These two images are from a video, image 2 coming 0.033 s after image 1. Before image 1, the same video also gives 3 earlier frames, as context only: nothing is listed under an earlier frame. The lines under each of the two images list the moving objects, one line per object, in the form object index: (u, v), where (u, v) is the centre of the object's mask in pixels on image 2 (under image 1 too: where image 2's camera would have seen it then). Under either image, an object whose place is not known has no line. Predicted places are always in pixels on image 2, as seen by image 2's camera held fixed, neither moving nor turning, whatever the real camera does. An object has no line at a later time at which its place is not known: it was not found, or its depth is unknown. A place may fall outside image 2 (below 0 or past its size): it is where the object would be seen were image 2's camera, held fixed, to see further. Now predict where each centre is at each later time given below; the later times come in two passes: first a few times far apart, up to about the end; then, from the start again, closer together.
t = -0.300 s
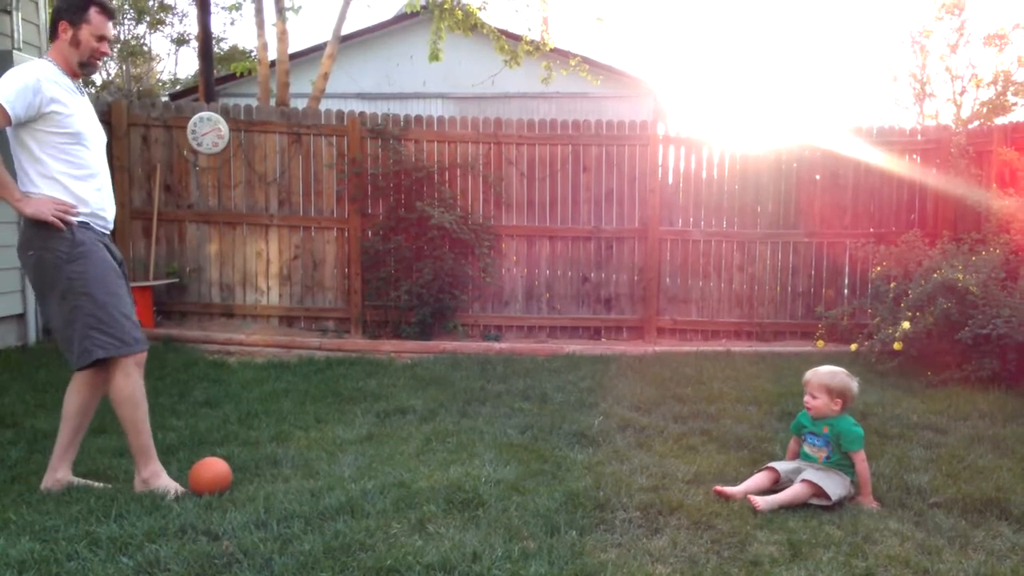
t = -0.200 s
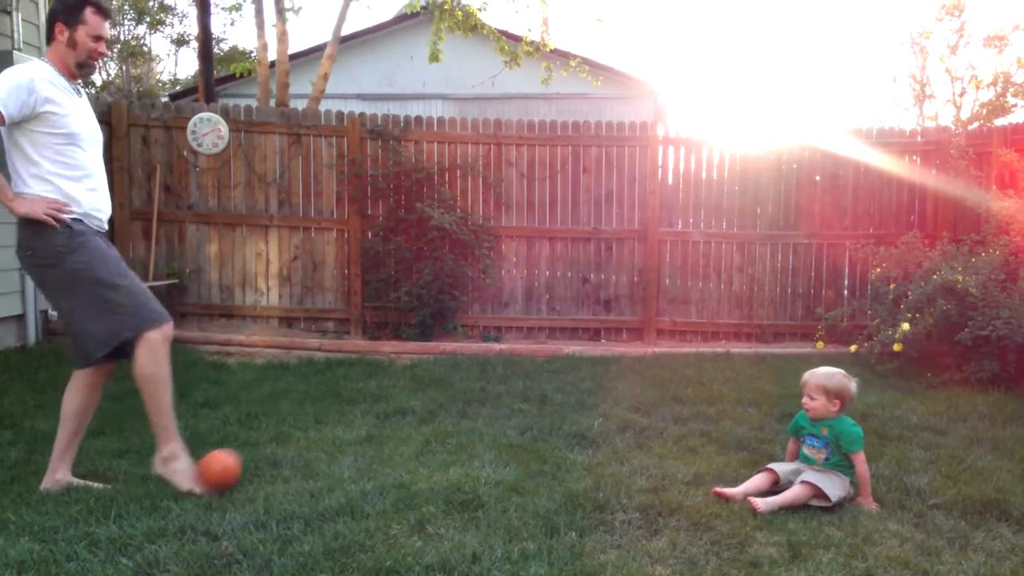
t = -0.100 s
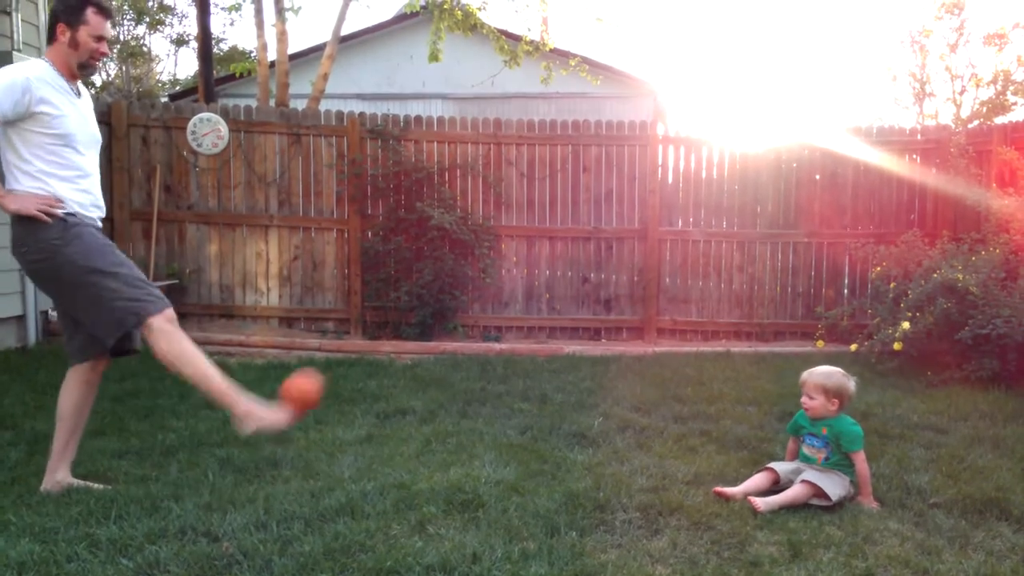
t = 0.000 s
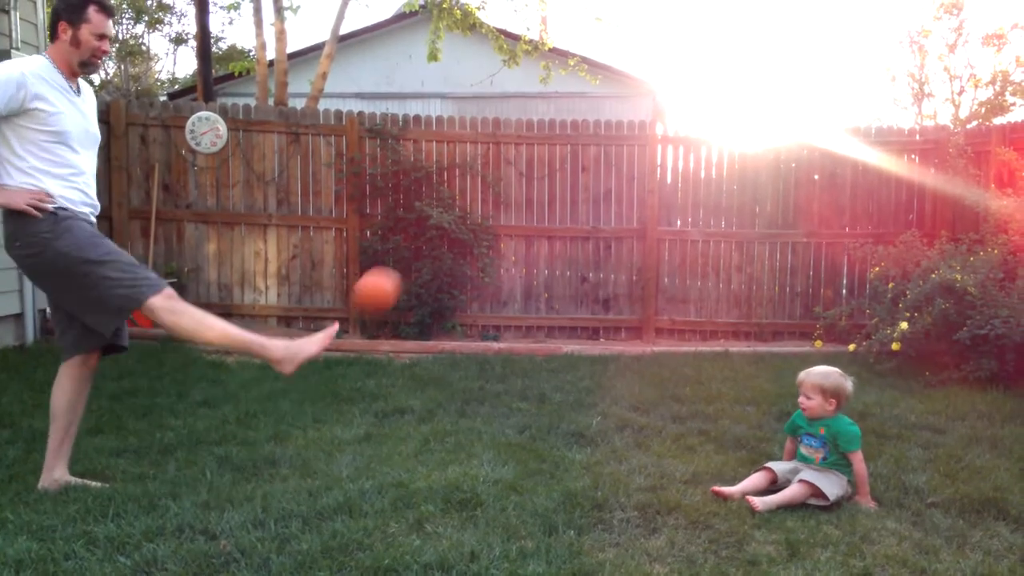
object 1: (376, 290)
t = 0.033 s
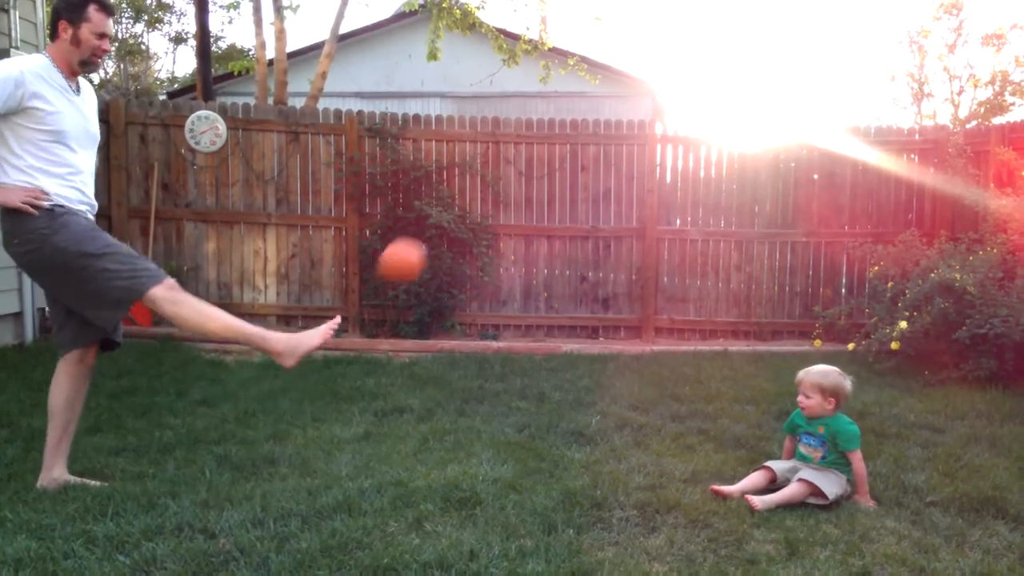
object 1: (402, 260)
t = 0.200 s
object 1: (539, 160)
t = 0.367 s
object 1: (676, 140)
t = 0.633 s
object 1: (920, 287)
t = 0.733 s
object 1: (1009, 410)
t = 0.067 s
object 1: (428, 235)
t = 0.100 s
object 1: (454, 213)
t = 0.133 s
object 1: (483, 192)
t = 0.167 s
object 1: (511, 175)
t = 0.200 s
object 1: (539, 160)
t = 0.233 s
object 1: (567, 150)
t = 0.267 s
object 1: (596, 142)
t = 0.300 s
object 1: (626, 135)
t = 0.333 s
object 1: (649, 134)
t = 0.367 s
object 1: (676, 140)
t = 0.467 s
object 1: (773, 166)
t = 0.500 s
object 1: (801, 181)
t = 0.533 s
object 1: (830, 201)
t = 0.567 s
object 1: (861, 224)
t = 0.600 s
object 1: (891, 255)
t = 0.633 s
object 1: (920, 287)
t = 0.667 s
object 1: (950, 325)
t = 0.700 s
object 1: (979, 366)
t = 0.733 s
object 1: (1009, 410)
